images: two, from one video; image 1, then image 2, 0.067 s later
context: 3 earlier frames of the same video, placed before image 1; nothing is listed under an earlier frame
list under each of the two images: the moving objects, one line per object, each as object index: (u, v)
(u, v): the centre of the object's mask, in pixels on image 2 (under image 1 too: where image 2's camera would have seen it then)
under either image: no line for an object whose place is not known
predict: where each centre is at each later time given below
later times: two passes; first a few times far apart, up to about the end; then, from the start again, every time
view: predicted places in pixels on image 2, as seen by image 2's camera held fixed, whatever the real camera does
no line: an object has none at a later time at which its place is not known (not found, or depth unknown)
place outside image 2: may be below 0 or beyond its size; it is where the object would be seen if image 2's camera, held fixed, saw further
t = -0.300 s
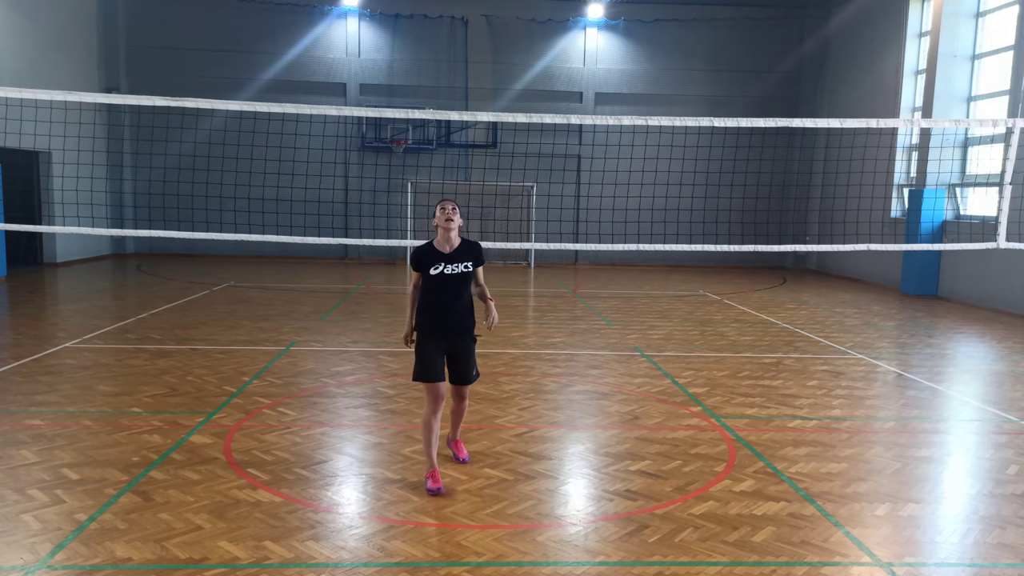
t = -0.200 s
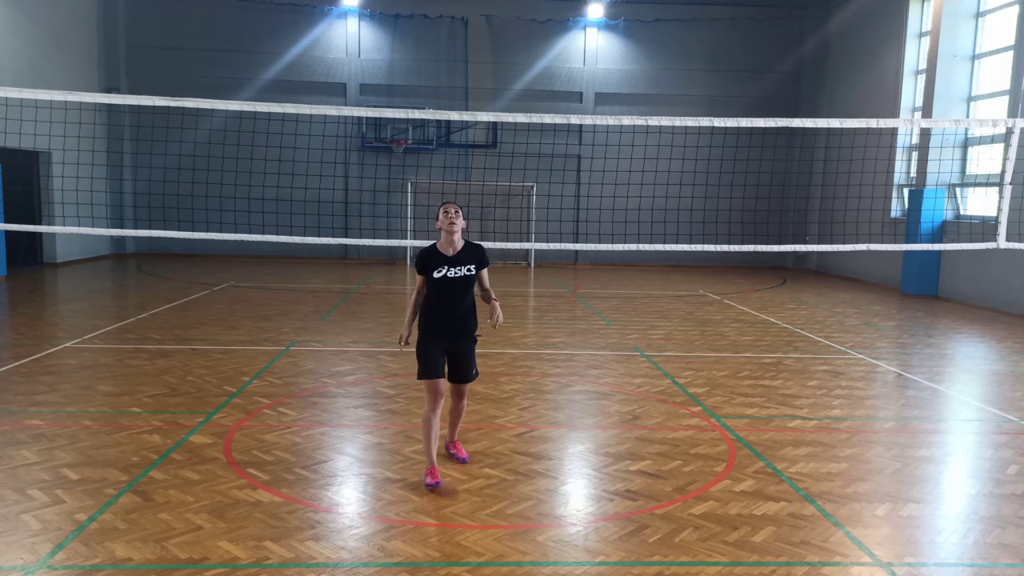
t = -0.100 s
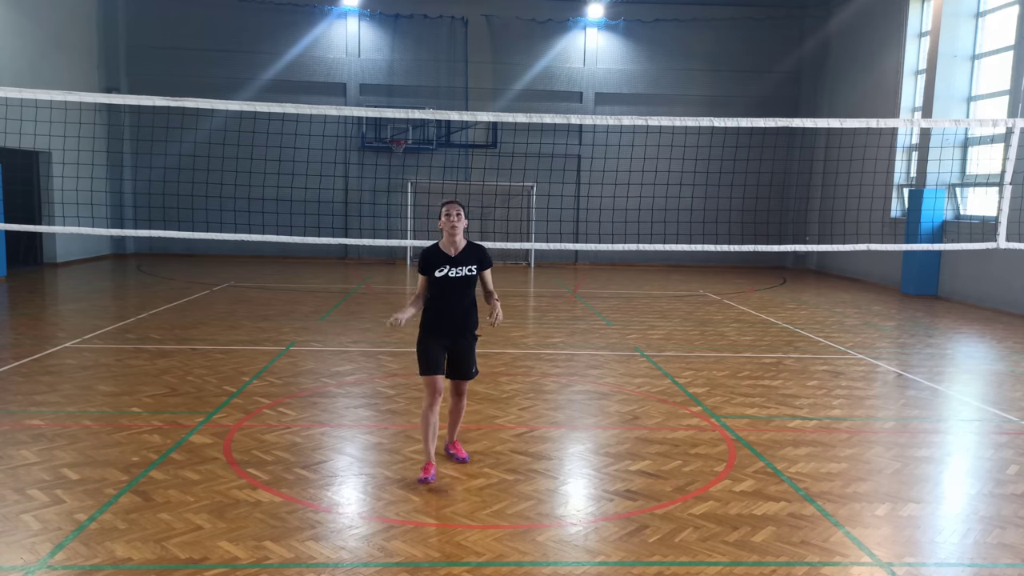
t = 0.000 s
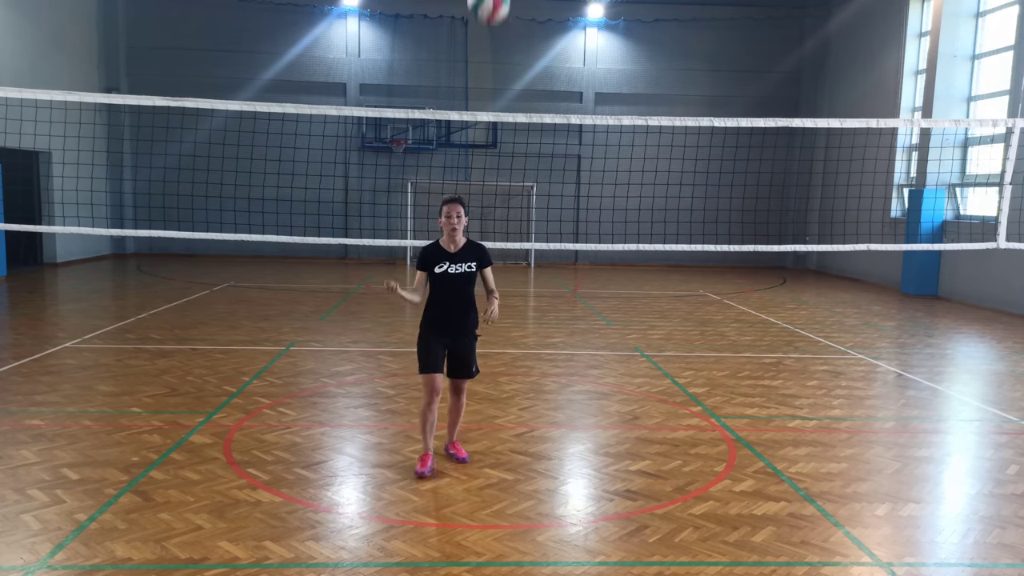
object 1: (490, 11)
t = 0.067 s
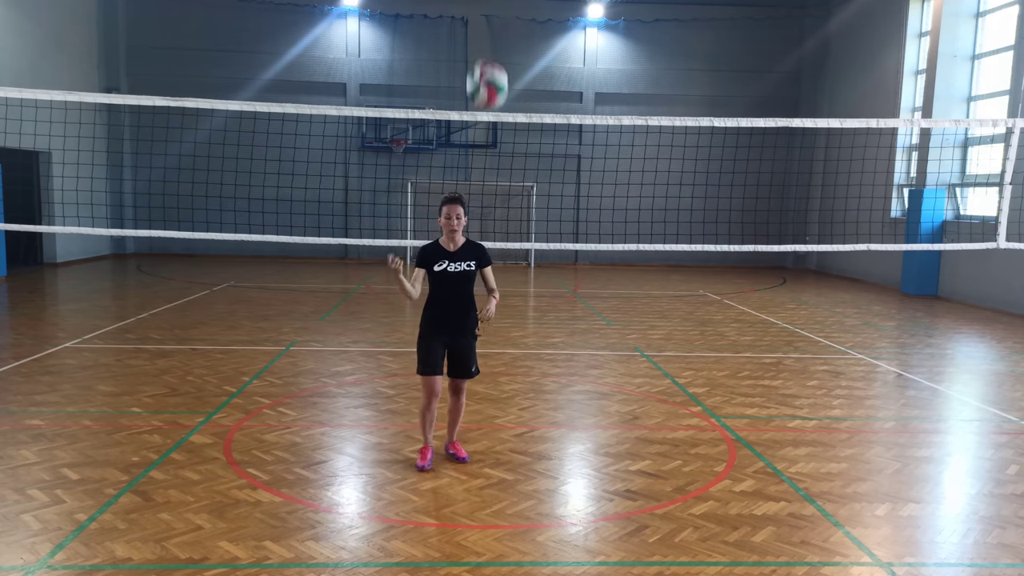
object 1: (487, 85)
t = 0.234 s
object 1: (482, 315)
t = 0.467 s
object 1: (482, 392)
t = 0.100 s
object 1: (487, 130)
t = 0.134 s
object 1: (486, 176)
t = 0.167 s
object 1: (486, 219)
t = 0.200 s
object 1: (484, 267)
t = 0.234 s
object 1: (482, 315)
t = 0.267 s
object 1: (482, 365)
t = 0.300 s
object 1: (481, 416)
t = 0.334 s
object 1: (480, 467)
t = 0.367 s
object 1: (479, 496)
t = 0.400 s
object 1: (480, 460)
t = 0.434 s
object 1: (480, 426)
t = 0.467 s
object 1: (482, 392)
